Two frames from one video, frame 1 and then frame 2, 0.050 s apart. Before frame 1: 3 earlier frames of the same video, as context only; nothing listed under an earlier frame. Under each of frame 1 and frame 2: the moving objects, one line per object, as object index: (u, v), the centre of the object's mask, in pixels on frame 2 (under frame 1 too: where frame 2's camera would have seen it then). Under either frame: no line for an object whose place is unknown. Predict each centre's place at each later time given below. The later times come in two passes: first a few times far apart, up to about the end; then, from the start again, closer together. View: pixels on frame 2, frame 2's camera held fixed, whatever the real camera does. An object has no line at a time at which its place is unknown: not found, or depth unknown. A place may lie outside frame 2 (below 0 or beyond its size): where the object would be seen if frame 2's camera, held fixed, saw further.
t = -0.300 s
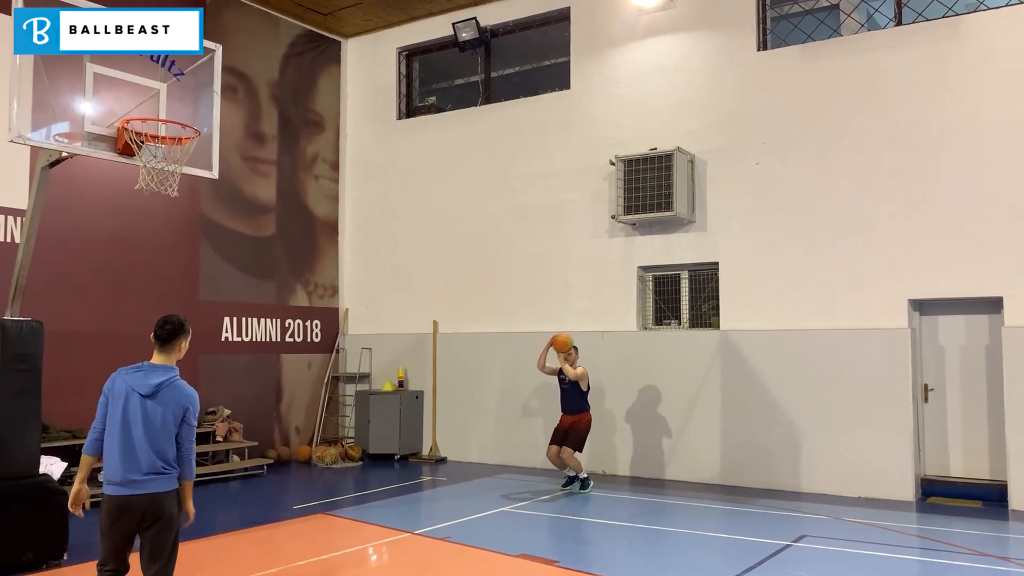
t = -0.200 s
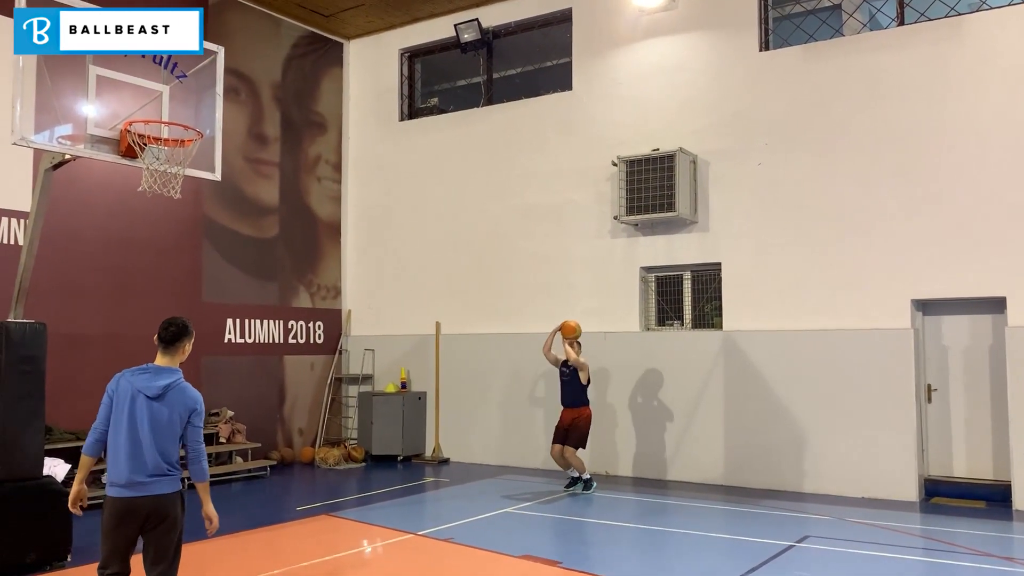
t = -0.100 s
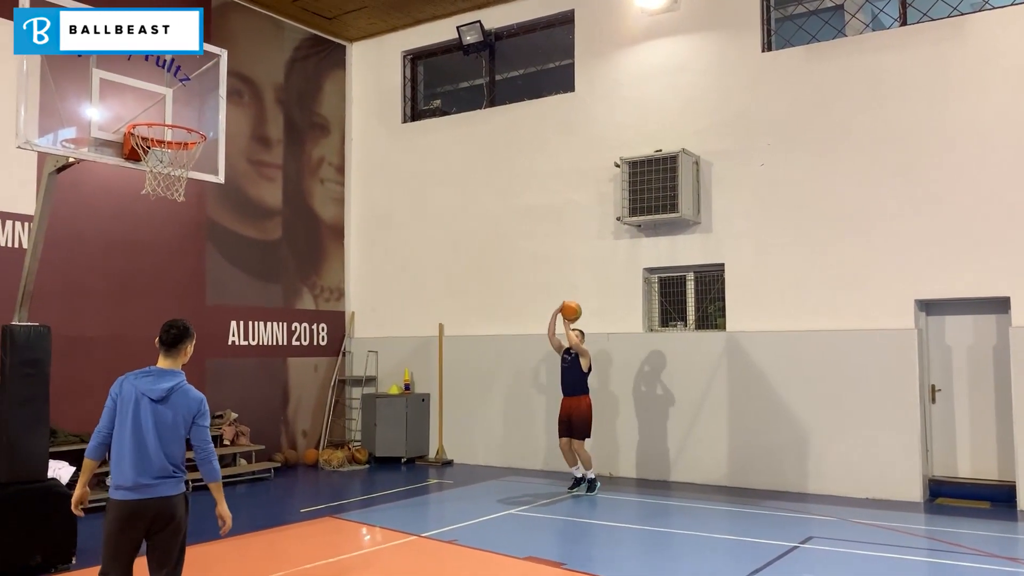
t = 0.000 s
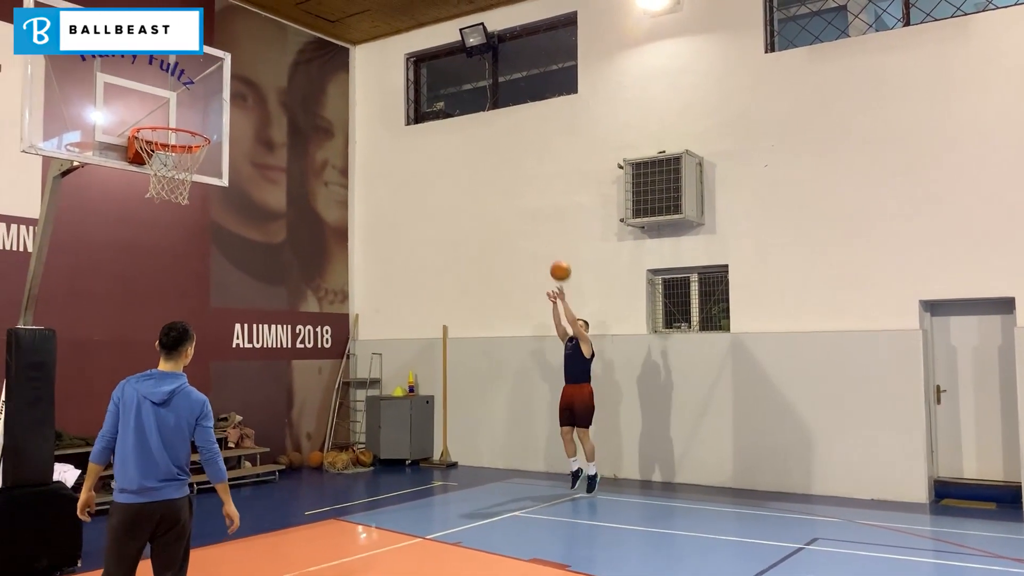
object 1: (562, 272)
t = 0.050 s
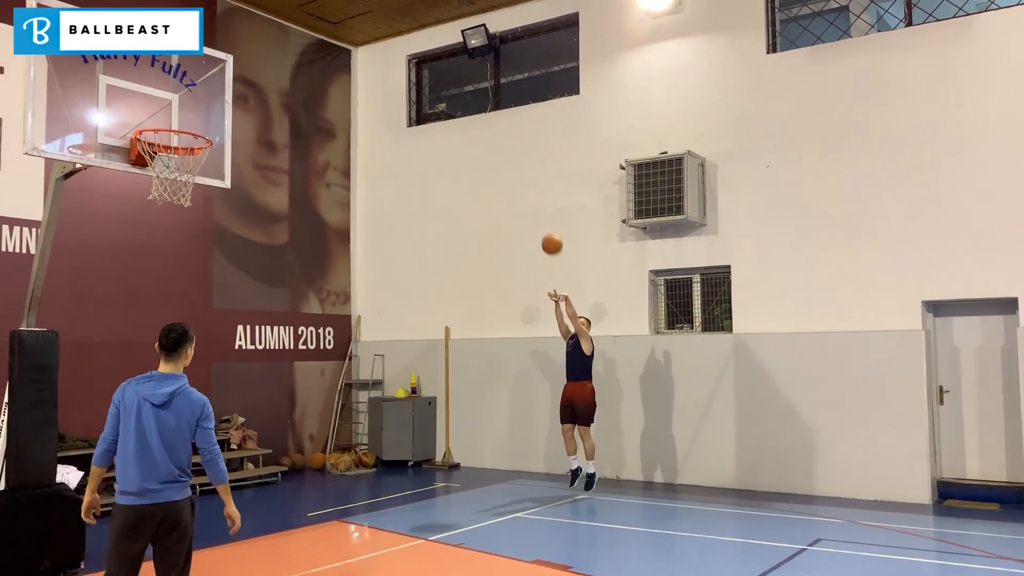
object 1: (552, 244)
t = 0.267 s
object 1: (503, 139)
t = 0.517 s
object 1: (436, 53)
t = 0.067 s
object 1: (548, 236)
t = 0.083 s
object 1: (545, 226)
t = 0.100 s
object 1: (541, 217)
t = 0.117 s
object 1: (538, 209)
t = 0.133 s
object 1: (534, 200)
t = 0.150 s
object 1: (530, 192)
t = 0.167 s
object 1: (526, 185)
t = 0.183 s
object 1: (522, 176)
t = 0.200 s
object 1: (518, 169)
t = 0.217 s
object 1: (515, 161)
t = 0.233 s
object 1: (510, 153)
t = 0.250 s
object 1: (506, 146)
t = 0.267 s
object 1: (503, 139)
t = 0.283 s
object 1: (498, 132)
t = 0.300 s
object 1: (494, 125)
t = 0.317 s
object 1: (490, 118)
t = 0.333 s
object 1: (485, 111)
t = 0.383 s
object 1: (473, 93)
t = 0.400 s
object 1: (469, 88)
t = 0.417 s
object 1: (464, 82)
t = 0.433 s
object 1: (460, 77)
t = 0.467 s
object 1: (450, 67)
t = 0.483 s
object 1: (445, 62)
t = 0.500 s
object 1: (441, 58)
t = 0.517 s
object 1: (436, 53)
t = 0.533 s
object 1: (431, 50)
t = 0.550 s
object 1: (425, 46)
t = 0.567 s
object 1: (420, 42)
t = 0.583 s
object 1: (414, 38)
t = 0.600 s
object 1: (409, 35)
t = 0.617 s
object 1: (403, 32)
